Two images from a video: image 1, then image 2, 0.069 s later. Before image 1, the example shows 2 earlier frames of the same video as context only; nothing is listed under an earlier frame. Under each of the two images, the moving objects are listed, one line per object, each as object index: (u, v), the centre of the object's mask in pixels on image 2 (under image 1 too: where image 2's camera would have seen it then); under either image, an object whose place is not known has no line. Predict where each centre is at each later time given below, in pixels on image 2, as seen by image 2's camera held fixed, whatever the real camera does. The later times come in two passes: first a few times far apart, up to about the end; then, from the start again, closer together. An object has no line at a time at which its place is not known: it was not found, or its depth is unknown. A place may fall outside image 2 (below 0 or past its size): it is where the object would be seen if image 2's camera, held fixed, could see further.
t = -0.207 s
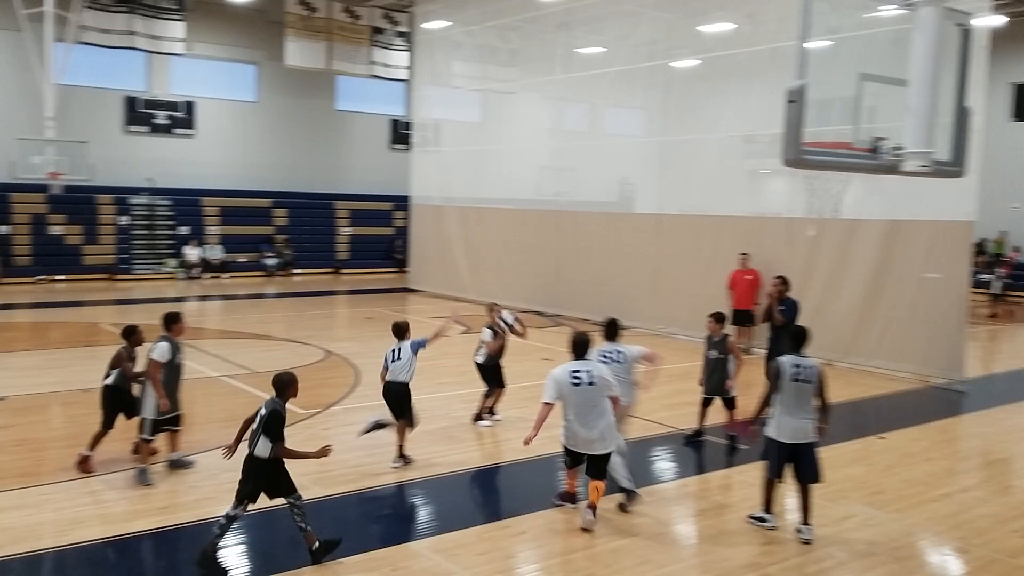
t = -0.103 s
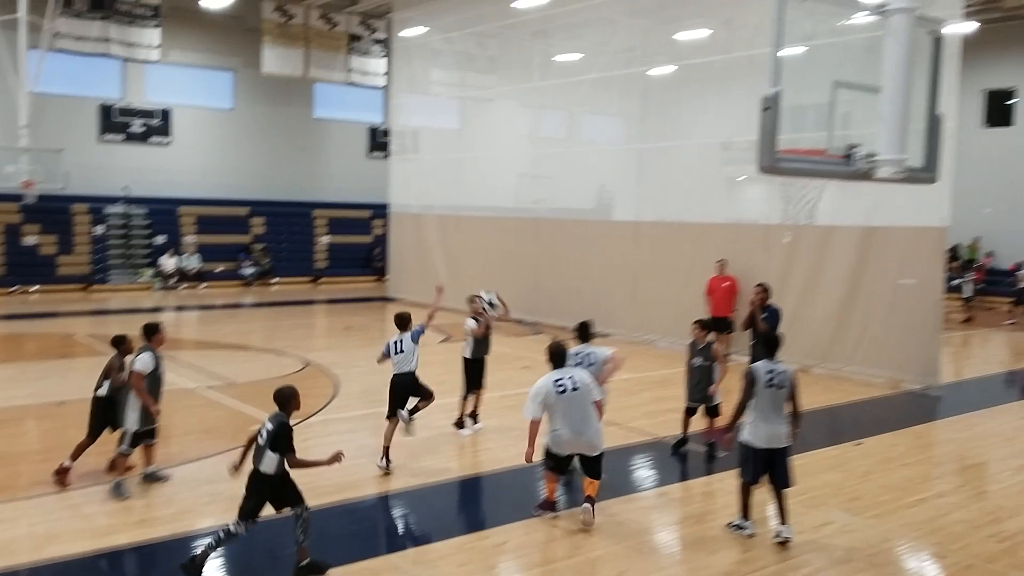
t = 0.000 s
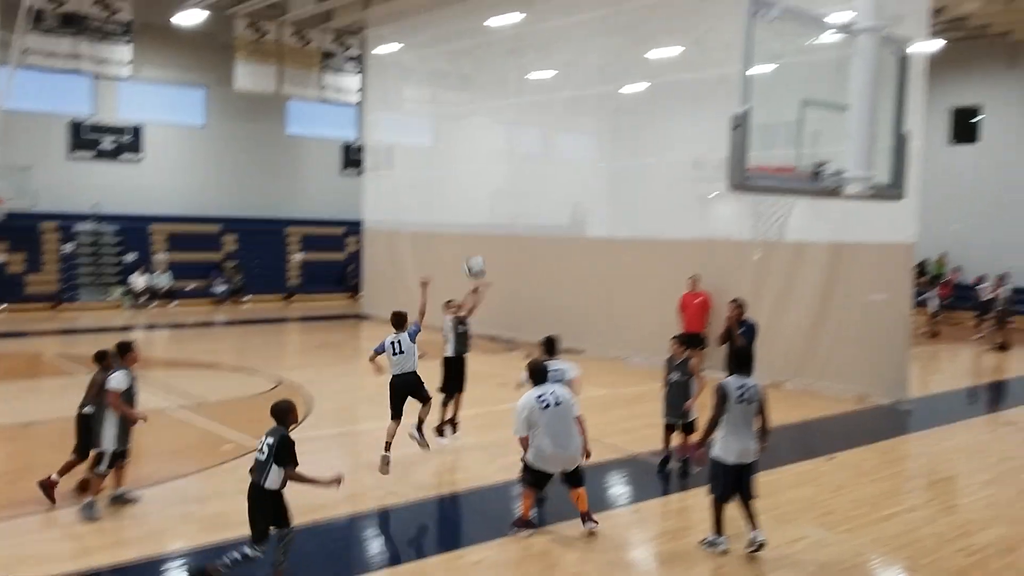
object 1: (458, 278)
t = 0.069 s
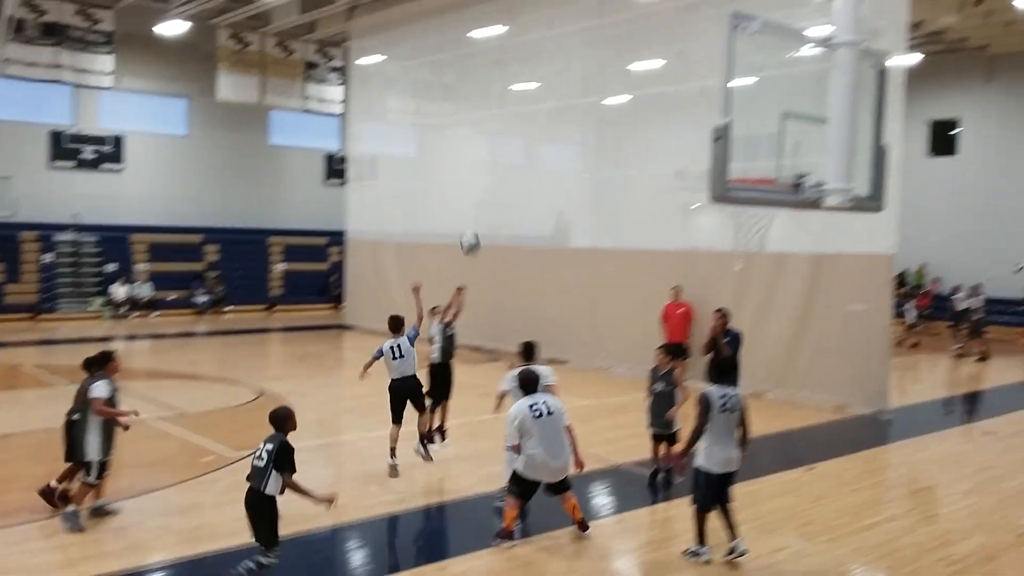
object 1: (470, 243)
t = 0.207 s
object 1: (497, 180)
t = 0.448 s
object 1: (546, 98)
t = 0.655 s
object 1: (596, 65)
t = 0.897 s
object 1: (672, 88)
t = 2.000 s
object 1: (759, 240)
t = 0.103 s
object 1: (477, 226)
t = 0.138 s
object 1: (485, 211)
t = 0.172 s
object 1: (492, 195)
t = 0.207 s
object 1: (497, 180)
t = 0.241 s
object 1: (504, 166)
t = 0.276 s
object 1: (510, 154)
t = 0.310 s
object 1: (518, 141)
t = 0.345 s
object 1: (525, 129)
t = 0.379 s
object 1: (531, 118)
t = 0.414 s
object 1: (539, 108)
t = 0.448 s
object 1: (546, 98)
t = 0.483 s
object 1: (554, 91)
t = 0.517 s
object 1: (561, 84)
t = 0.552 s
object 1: (570, 77)
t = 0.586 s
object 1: (578, 72)
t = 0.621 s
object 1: (587, 68)
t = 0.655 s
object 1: (596, 65)
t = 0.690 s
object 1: (604, 63)
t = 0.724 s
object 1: (612, 63)
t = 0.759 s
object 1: (621, 63)
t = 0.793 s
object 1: (631, 65)
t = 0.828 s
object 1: (653, 74)
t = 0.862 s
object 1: (662, 81)
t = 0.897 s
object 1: (672, 88)
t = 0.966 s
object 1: (693, 111)
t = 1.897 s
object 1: (748, 219)
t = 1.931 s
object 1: (752, 227)
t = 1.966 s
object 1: (755, 232)
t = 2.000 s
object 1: (759, 240)
